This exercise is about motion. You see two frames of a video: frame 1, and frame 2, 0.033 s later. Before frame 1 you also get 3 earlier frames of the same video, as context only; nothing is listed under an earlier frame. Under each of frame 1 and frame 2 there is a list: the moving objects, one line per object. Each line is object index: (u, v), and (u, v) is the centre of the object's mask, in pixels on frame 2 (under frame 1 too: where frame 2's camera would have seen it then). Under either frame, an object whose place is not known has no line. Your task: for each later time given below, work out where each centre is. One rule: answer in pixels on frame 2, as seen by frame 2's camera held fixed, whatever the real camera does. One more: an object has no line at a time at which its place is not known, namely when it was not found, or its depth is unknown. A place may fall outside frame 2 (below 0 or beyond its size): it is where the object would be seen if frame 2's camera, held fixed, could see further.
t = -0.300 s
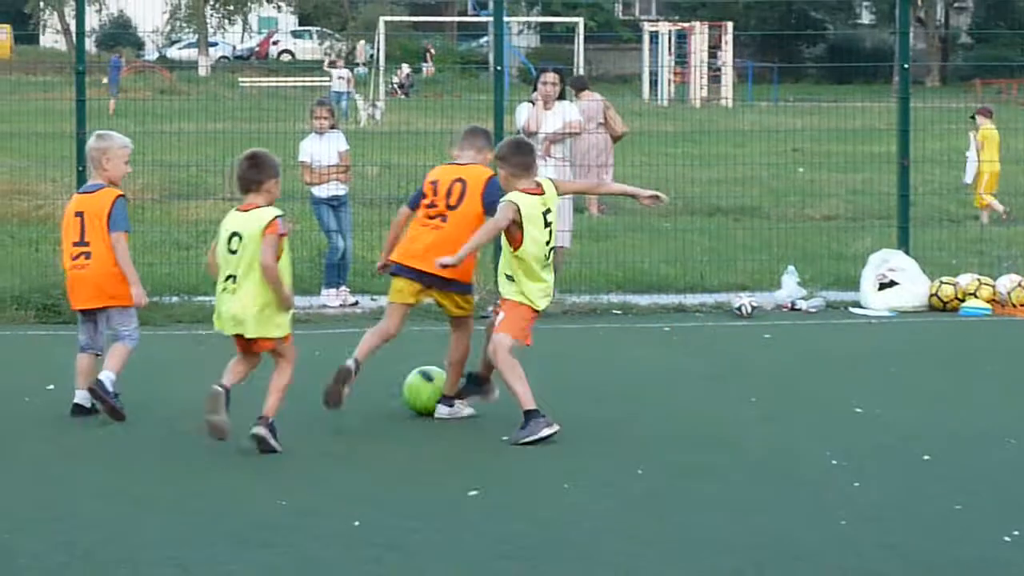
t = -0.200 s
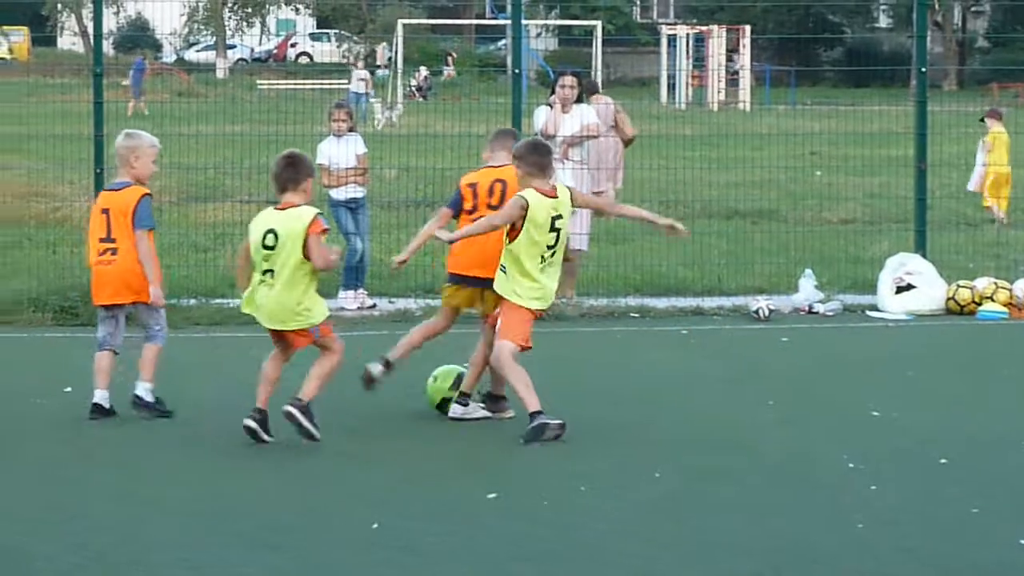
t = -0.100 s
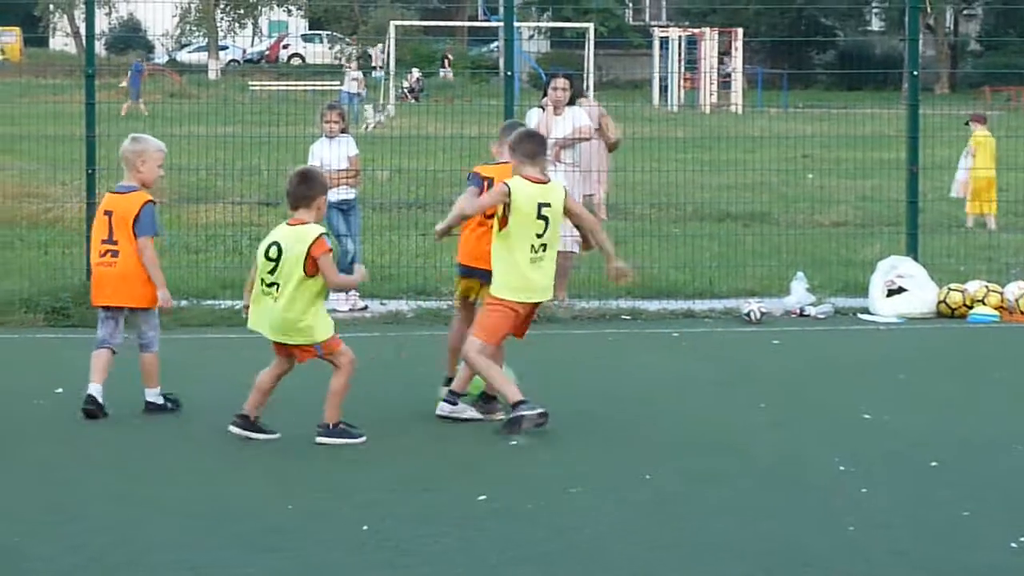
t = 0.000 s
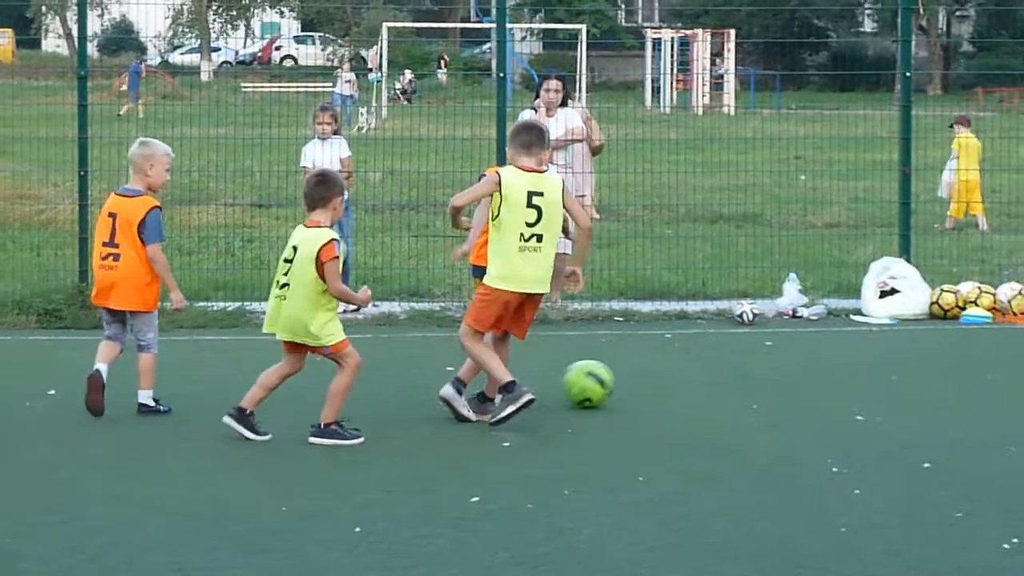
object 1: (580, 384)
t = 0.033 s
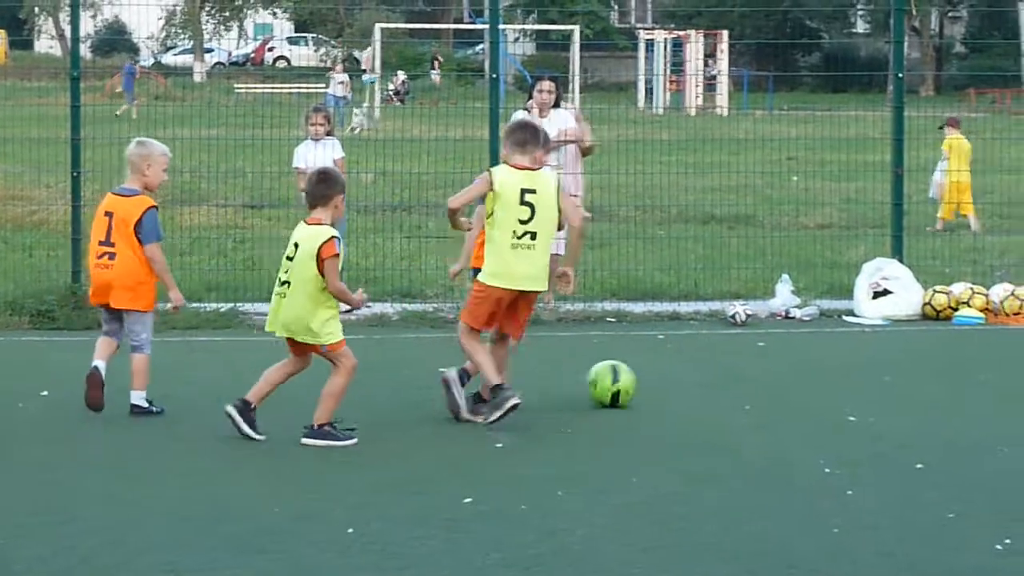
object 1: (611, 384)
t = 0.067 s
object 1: (640, 382)
